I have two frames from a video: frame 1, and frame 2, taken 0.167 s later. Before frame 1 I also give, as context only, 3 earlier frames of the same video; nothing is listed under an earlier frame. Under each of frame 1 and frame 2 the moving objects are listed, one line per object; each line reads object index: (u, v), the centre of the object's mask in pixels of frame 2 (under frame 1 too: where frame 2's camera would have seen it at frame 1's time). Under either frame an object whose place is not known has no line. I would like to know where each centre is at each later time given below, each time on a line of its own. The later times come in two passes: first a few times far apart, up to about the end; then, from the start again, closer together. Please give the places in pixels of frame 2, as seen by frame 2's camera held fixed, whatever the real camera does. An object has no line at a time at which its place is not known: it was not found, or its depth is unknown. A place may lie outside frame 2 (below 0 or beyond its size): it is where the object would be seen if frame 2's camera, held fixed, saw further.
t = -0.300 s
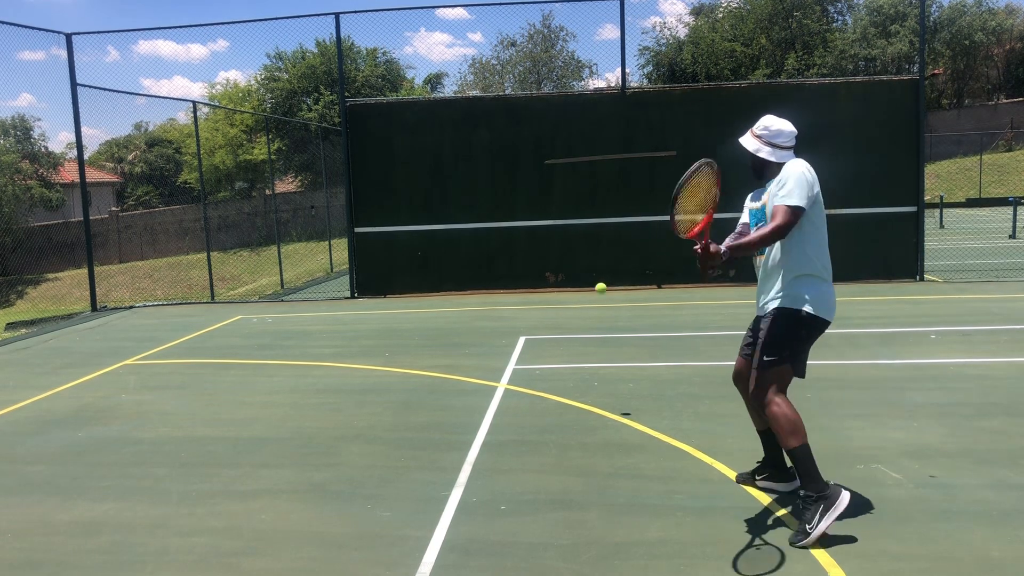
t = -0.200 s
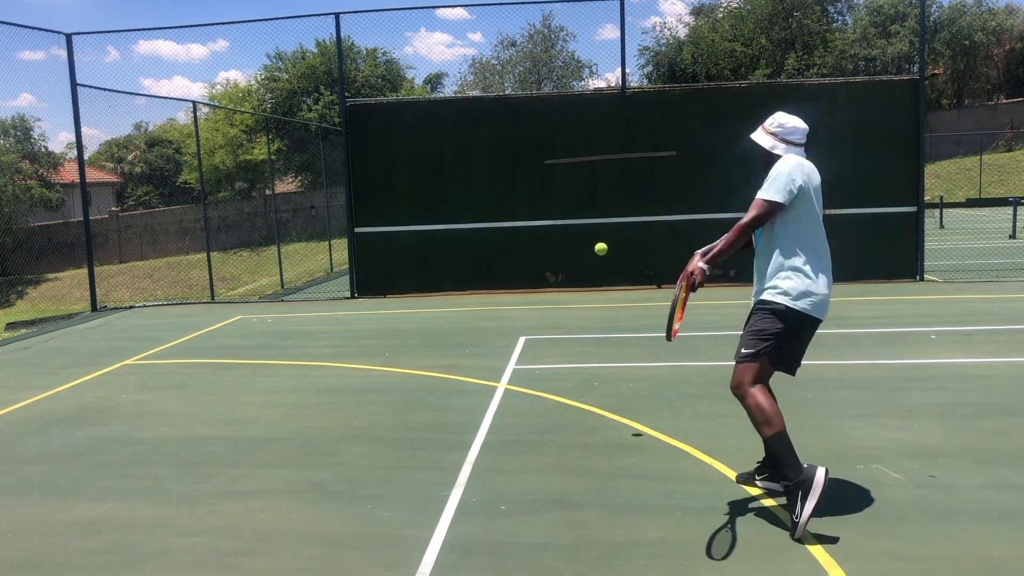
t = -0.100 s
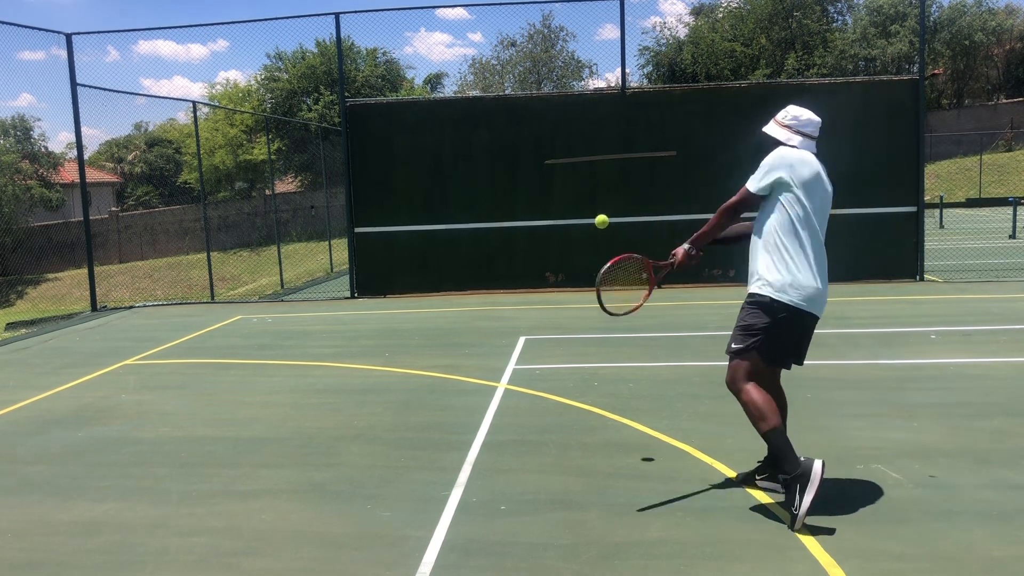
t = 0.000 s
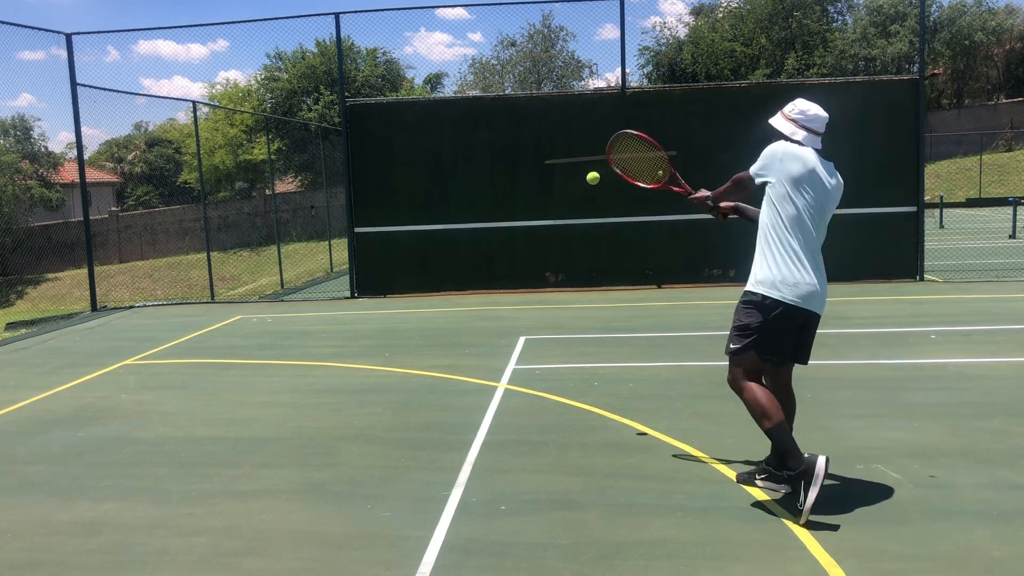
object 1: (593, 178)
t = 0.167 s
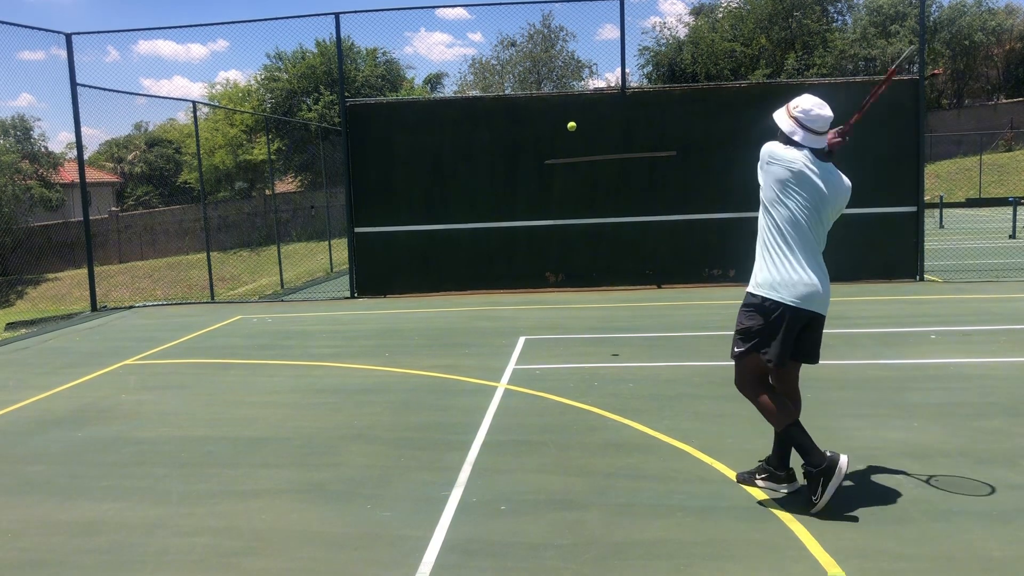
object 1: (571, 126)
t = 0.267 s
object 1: (564, 123)
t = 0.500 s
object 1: (553, 150)
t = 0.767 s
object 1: (540, 199)
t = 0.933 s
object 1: (530, 282)
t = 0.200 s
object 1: (569, 124)
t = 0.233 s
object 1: (566, 123)
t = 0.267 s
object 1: (564, 123)
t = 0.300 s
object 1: (562, 125)
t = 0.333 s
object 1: (561, 127)
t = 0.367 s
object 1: (559, 131)
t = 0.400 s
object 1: (557, 135)
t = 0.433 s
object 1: (556, 140)
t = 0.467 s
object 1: (555, 145)
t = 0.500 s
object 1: (553, 150)
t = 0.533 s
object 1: (552, 152)
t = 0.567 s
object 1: (550, 155)
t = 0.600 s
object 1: (549, 158)
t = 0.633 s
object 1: (547, 164)
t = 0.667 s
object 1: (546, 170)
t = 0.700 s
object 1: (544, 178)
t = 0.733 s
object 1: (542, 188)
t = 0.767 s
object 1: (540, 199)
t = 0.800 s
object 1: (538, 211)
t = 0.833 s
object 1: (537, 226)
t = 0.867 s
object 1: (534, 242)
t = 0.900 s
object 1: (532, 261)
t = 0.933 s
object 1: (530, 282)
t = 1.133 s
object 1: (516, 324)
